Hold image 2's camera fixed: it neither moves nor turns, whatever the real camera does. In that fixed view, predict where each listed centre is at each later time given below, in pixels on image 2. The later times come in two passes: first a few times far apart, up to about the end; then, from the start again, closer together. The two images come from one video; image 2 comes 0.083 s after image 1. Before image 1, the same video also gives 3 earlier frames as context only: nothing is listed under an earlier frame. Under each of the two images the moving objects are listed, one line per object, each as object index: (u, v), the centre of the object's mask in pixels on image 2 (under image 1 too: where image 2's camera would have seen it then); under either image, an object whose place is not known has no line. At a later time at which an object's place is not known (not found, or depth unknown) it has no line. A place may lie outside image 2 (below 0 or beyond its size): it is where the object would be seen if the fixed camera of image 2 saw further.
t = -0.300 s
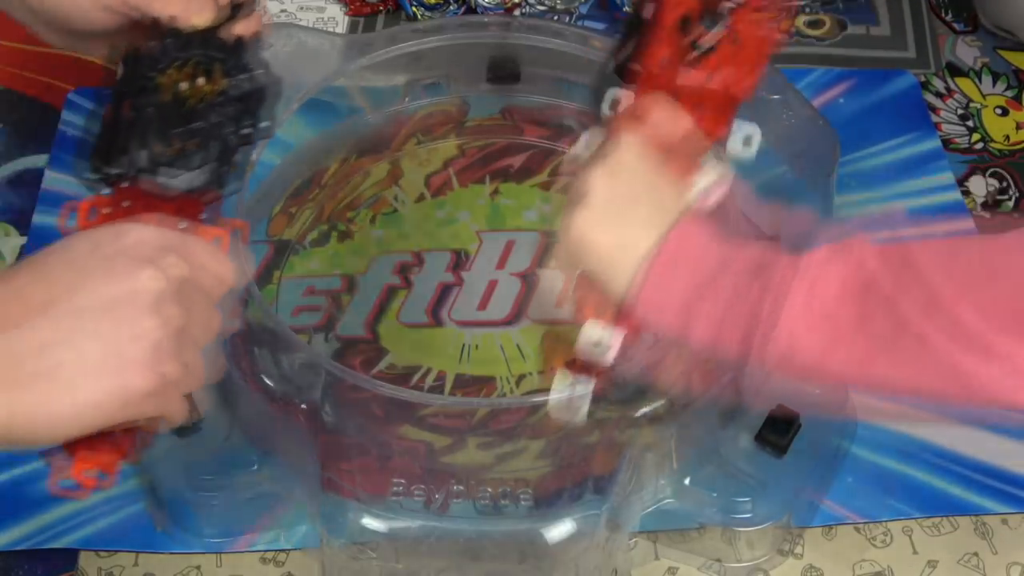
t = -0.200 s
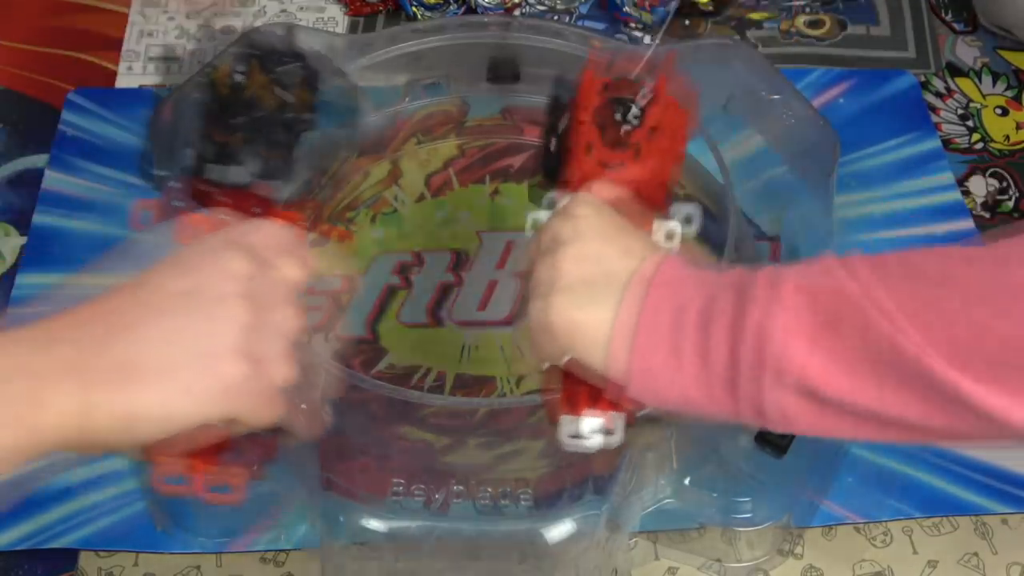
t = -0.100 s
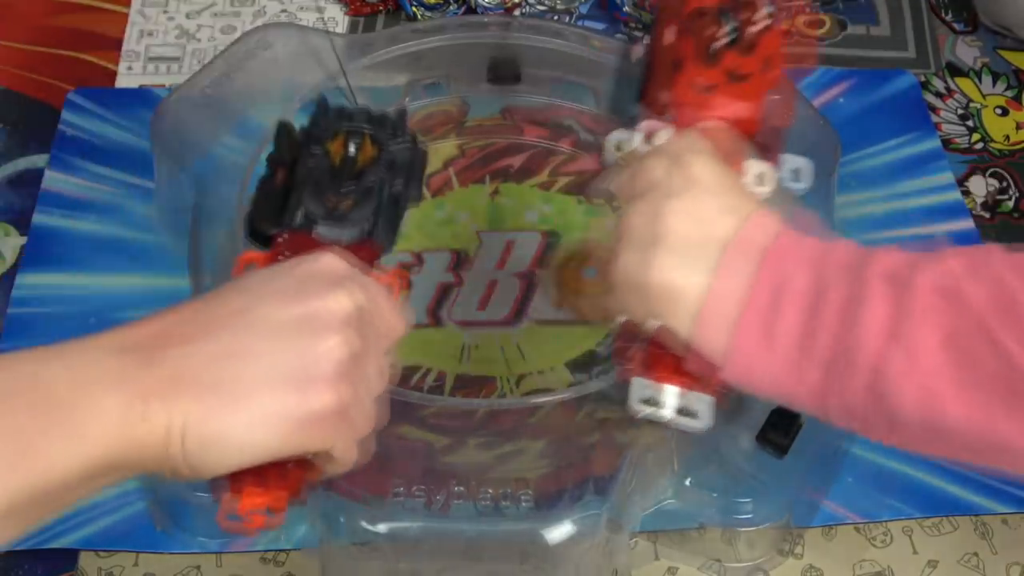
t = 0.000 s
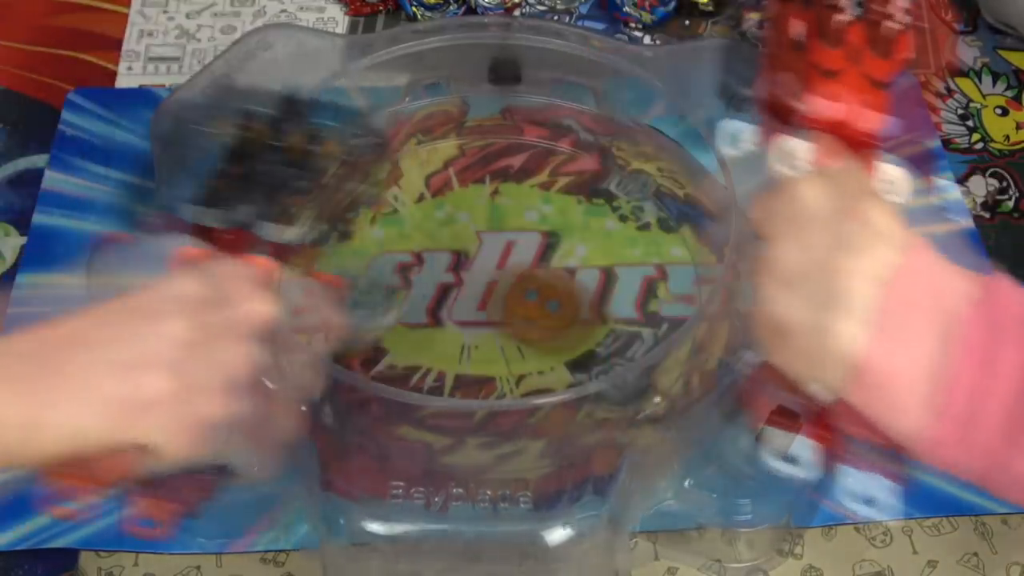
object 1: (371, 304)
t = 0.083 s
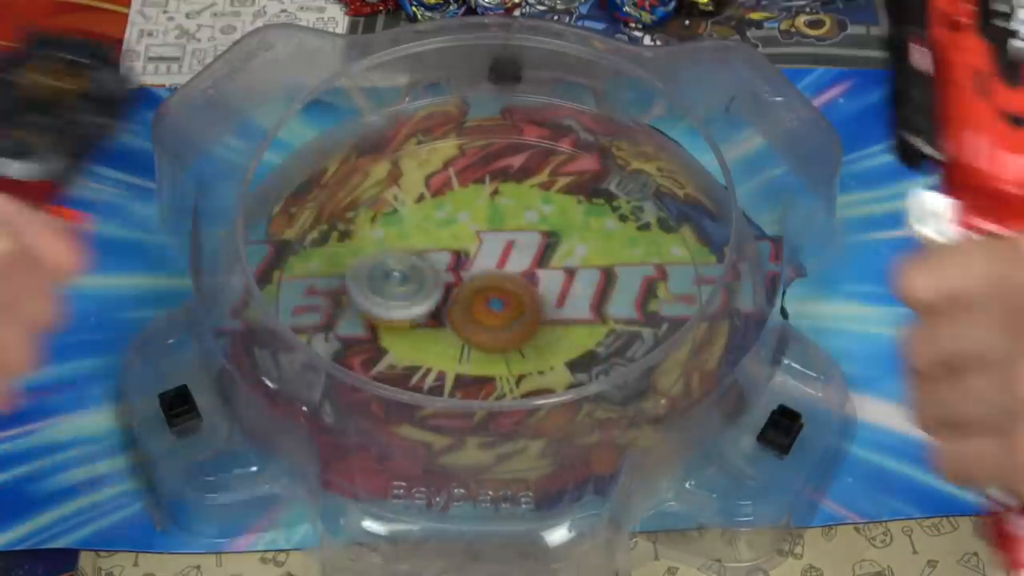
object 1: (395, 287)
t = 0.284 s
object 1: (371, 204)
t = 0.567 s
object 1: (441, 237)
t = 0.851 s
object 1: (323, 263)
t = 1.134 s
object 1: (425, 335)
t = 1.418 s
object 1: (547, 339)
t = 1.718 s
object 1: (583, 399)
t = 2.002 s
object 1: (535, 300)
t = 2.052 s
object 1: (527, 275)
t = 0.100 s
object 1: (388, 272)
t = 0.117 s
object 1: (385, 267)
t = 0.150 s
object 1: (379, 251)
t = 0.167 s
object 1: (377, 246)
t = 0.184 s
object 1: (374, 236)
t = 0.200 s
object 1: (373, 233)
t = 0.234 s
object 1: (371, 216)
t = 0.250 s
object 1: (369, 210)
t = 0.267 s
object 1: (370, 208)
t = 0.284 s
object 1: (371, 204)
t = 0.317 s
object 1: (374, 197)
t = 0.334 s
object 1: (377, 196)
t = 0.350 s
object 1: (380, 195)
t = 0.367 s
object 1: (382, 195)
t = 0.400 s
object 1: (392, 199)
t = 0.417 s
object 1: (396, 199)
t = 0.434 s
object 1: (404, 205)
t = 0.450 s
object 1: (409, 208)
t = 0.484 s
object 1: (419, 214)
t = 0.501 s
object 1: (428, 222)
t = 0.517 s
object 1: (432, 225)
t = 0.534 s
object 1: (439, 231)
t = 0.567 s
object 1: (441, 237)
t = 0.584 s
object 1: (434, 239)
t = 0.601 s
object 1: (424, 239)
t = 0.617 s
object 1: (417, 239)
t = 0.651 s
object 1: (399, 241)
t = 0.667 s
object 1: (390, 242)
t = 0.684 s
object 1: (383, 242)
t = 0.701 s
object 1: (372, 244)
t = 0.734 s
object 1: (358, 246)
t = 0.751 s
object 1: (353, 247)
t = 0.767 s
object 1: (345, 251)
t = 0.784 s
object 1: (342, 252)
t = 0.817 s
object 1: (331, 258)
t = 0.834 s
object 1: (326, 261)
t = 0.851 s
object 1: (323, 263)
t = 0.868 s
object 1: (319, 268)
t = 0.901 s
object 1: (315, 277)
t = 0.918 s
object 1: (315, 280)
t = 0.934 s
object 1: (316, 287)
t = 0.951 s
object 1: (317, 289)
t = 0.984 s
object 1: (324, 300)
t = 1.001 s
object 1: (330, 307)
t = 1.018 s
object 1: (339, 313)
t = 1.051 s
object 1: (358, 323)
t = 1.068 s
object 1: (375, 329)
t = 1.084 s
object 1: (383, 328)
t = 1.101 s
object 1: (394, 330)
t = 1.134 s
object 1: (425, 335)
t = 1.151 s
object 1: (431, 337)
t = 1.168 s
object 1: (435, 347)
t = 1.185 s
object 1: (441, 356)
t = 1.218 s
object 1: (454, 364)
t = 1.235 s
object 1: (461, 366)
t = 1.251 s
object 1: (468, 367)
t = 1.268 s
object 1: (477, 367)
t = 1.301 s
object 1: (491, 367)
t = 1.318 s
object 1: (502, 367)
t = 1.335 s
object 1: (513, 366)
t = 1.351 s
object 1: (518, 363)
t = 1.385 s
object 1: (535, 353)
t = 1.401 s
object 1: (541, 346)
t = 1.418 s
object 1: (547, 339)
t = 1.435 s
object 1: (555, 327)
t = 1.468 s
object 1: (561, 306)
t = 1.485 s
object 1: (564, 299)
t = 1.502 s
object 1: (566, 299)
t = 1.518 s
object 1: (568, 296)
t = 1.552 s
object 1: (575, 322)
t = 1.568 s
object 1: (579, 336)
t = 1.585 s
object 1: (582, 349)
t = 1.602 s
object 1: (582, 357)
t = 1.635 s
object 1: (587, 374)
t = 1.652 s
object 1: (587, 382)
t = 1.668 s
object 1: (588, 389)
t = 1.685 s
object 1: (586, 393)
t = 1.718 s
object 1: (583, 399)
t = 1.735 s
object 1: (581, 399)
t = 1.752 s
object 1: (579, 400)
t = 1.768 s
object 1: (576, 398)
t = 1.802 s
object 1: (571, 395)
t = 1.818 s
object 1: (566, 389)
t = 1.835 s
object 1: (566, 387)
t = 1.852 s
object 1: (559, 378)
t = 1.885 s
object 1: (552, 363)
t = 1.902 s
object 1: (547, 355)
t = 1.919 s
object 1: (546, 347)
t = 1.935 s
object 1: (543, 337)
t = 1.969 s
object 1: (540, 318)
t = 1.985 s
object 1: (538, 309)
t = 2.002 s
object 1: (535, 300)
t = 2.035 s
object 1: (530, 281)
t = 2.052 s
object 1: (527, 275)
